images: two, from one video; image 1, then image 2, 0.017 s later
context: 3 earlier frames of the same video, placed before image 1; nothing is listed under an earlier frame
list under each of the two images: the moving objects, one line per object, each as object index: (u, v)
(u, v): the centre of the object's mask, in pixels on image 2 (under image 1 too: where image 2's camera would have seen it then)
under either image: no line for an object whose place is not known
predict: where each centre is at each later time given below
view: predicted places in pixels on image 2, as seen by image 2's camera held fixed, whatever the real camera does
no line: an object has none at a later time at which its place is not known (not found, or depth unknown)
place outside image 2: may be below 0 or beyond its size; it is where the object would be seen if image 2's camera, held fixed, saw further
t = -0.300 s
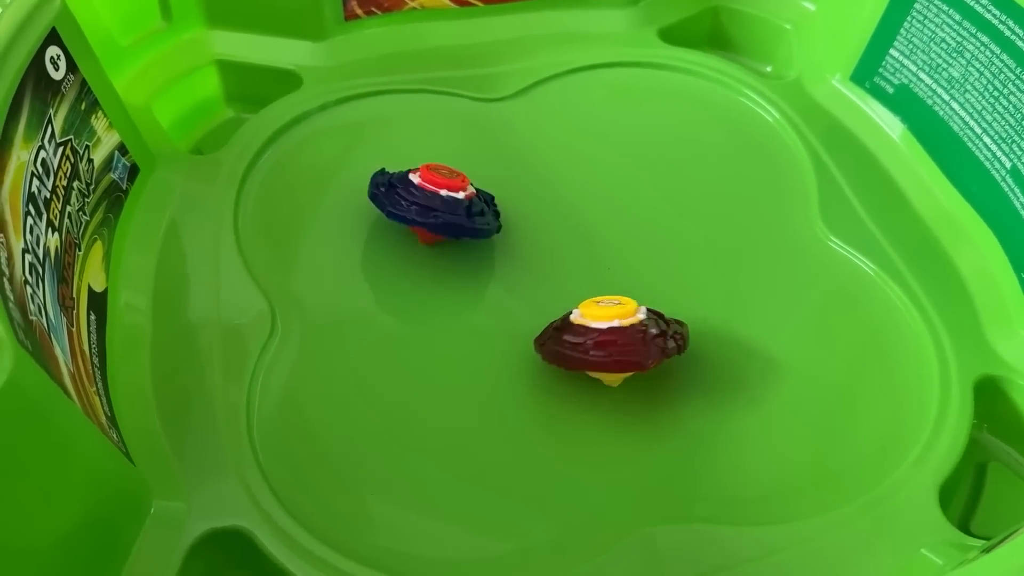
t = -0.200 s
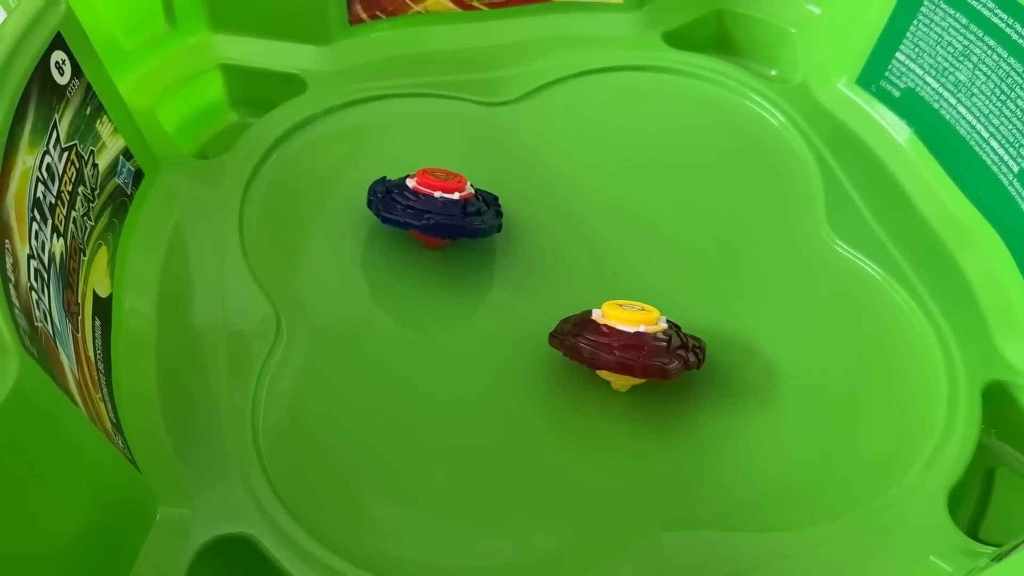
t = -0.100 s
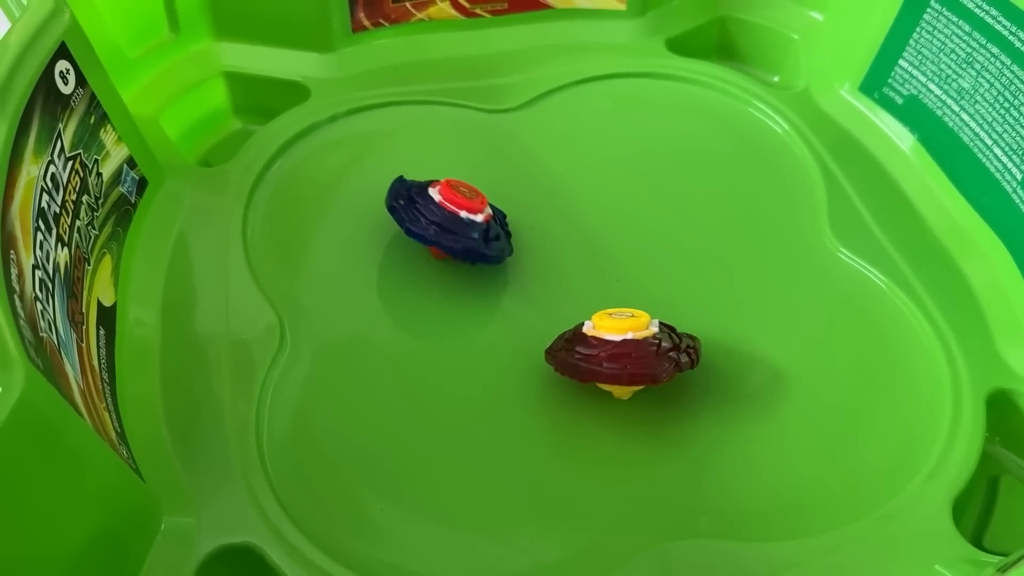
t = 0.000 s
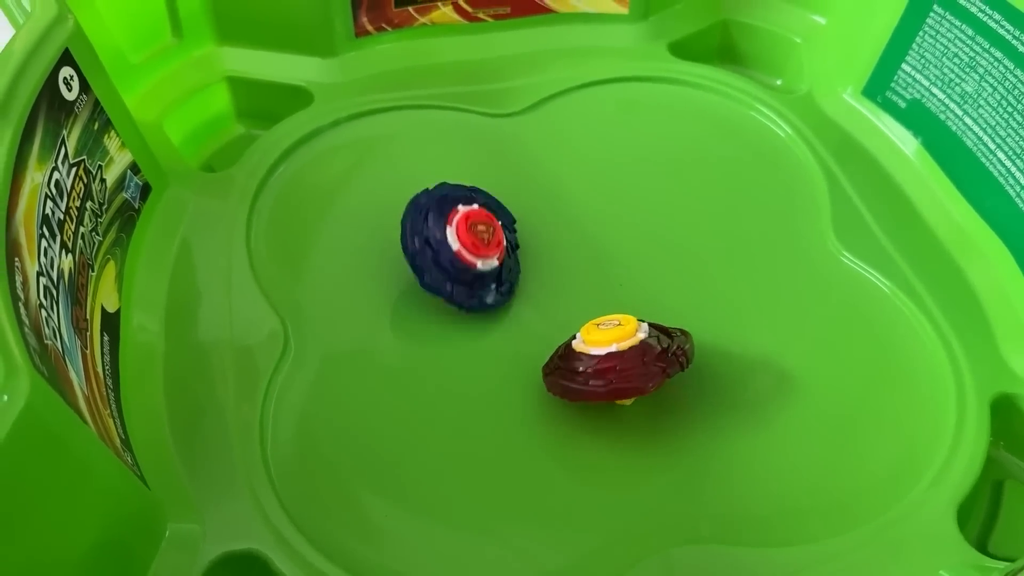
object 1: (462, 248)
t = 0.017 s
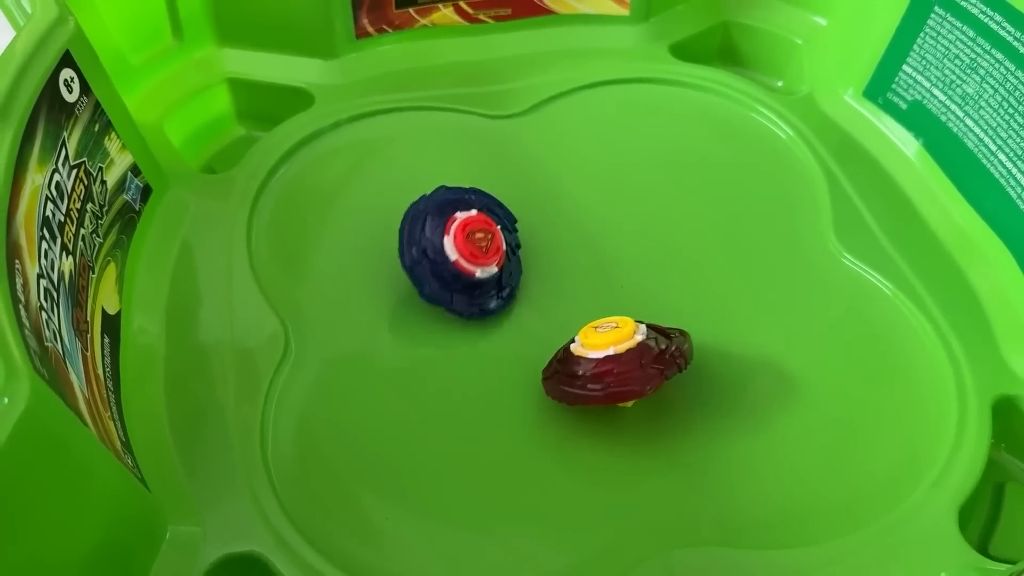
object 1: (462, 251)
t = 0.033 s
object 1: (460, 254)
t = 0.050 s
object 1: (458, 256)
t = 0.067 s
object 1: (456, 258)
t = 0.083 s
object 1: (454, 259)
